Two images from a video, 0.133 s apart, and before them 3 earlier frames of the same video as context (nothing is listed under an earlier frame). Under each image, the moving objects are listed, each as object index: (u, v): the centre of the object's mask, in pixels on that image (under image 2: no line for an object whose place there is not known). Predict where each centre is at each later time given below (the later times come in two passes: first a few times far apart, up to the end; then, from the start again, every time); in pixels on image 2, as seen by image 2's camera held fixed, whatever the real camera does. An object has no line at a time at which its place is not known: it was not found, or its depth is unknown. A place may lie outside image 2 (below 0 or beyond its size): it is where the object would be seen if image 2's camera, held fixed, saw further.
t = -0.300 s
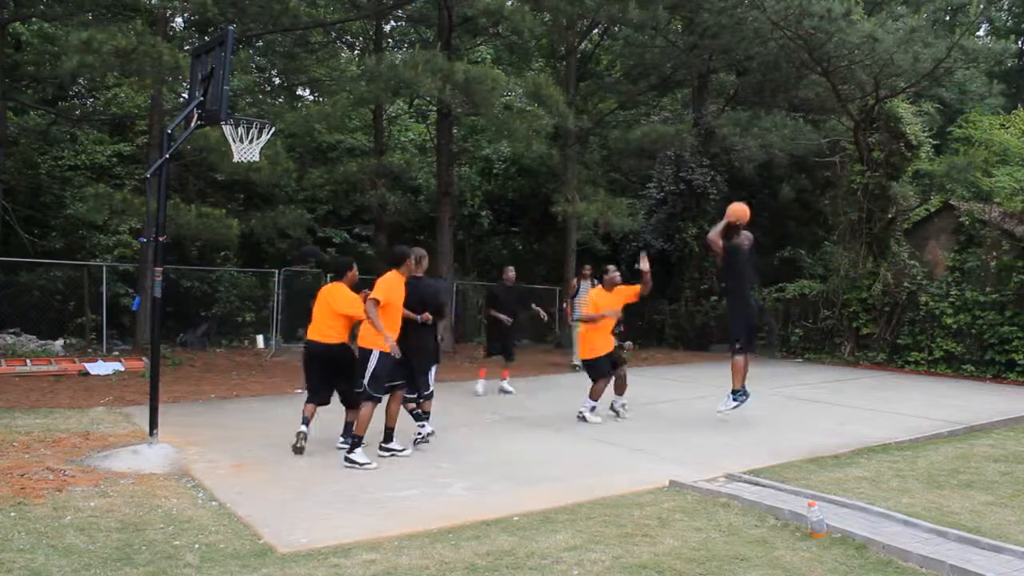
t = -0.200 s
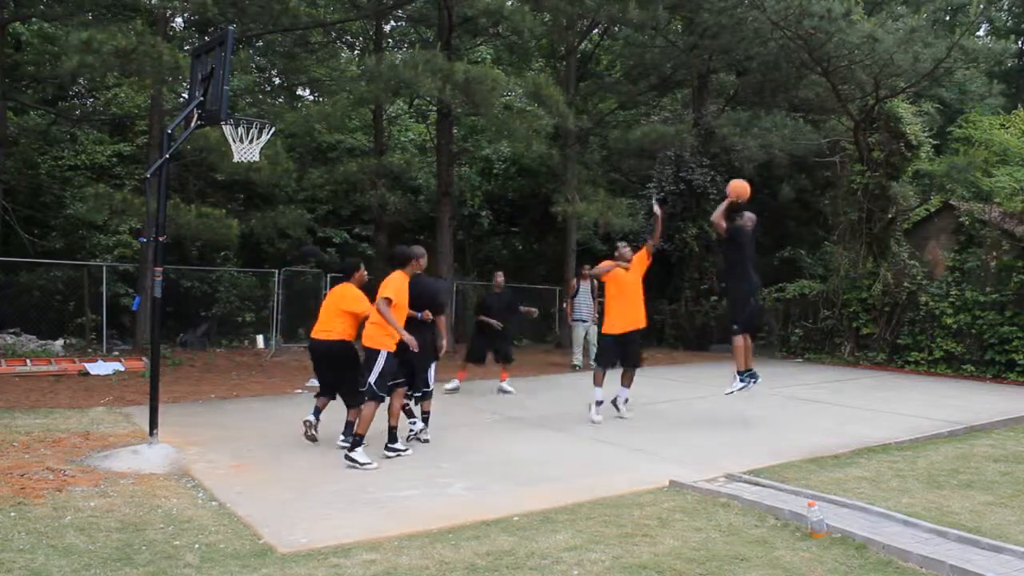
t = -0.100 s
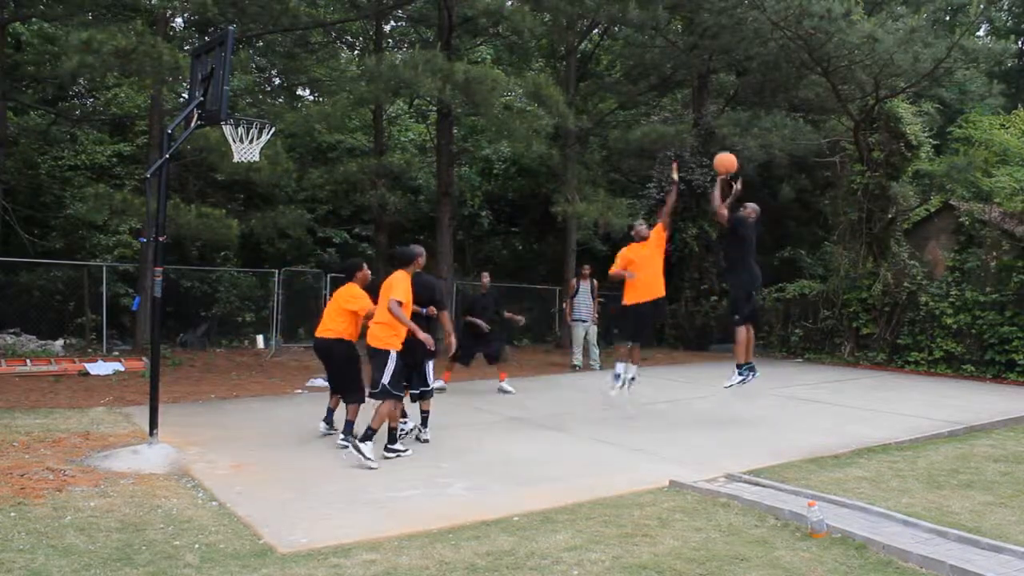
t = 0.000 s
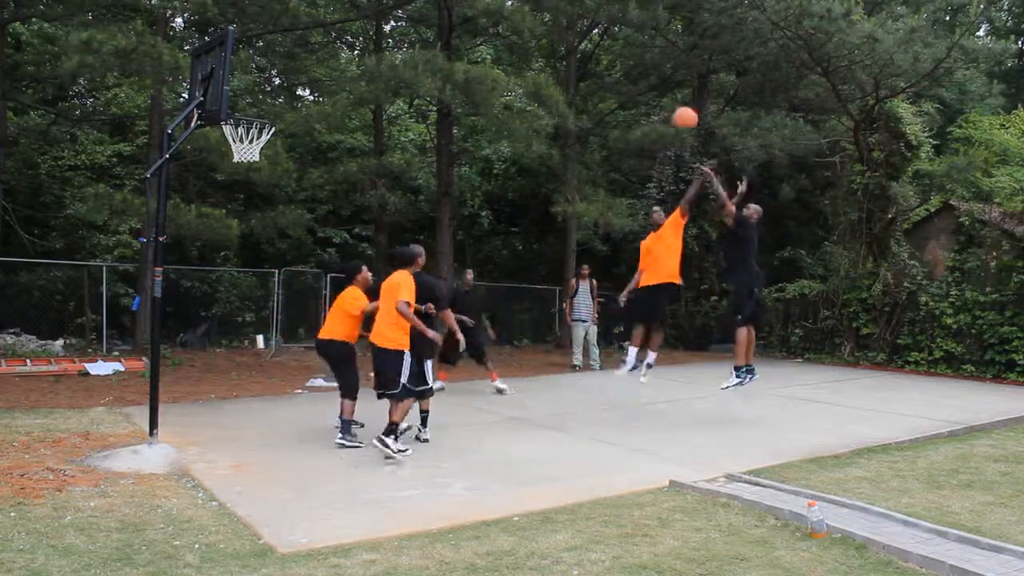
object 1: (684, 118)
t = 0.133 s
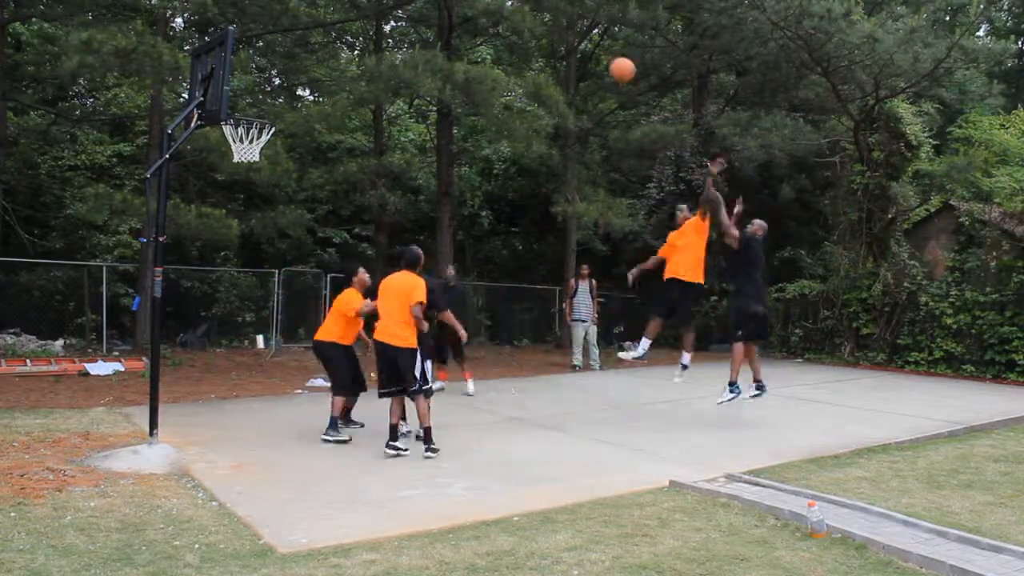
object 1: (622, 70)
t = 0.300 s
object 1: (541, 31)
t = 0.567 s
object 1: (405, 27)
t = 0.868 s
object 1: (243, 113)
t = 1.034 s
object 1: (242, 181)
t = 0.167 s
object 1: (605, 60)
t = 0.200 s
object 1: (589, 51)
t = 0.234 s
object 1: (574, 43)
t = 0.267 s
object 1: (557, 37)
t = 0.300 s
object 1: (541, 31)
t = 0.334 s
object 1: (524, 26)
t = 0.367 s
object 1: (507, 24)
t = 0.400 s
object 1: (490, 21)
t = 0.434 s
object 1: (473, 20)
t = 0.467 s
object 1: (456, 20)
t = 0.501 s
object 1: (439, 22)
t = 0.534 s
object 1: (422, 24)
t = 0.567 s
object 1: (405, 27)
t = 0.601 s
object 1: (387, 32)
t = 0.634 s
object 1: (370, 38)
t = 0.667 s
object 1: (351, 46)
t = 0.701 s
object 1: (333, 54)
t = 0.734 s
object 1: (315, 64)
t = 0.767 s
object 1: (297, 76)
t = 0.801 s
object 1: (279, 89)
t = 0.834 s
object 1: (260, 102)
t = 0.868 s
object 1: (243, 113)
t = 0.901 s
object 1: (232, 133)
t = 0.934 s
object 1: (235, 143)
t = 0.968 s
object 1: (237, 161)
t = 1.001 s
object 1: (239, 168)
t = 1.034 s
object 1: (242, 181)
